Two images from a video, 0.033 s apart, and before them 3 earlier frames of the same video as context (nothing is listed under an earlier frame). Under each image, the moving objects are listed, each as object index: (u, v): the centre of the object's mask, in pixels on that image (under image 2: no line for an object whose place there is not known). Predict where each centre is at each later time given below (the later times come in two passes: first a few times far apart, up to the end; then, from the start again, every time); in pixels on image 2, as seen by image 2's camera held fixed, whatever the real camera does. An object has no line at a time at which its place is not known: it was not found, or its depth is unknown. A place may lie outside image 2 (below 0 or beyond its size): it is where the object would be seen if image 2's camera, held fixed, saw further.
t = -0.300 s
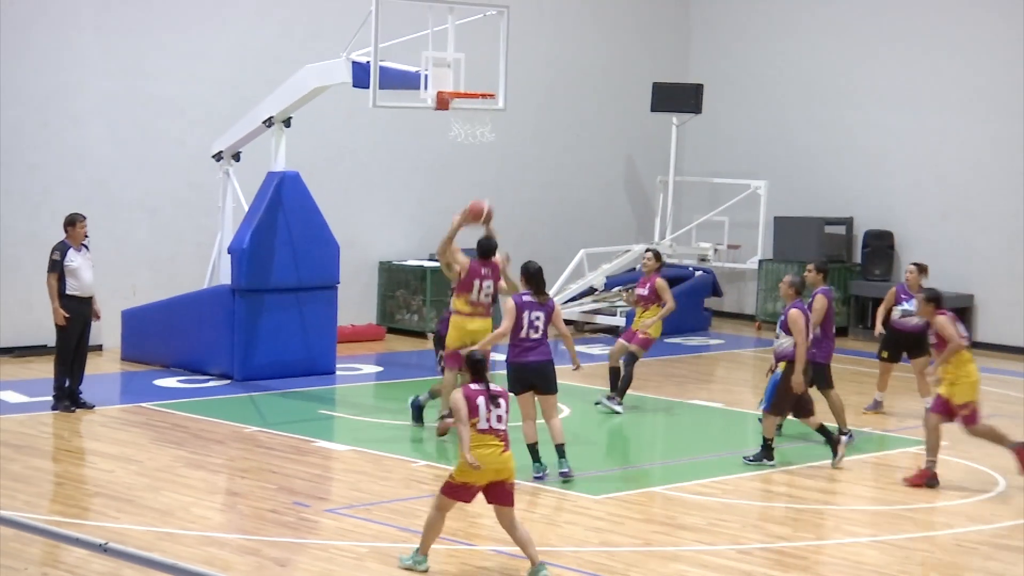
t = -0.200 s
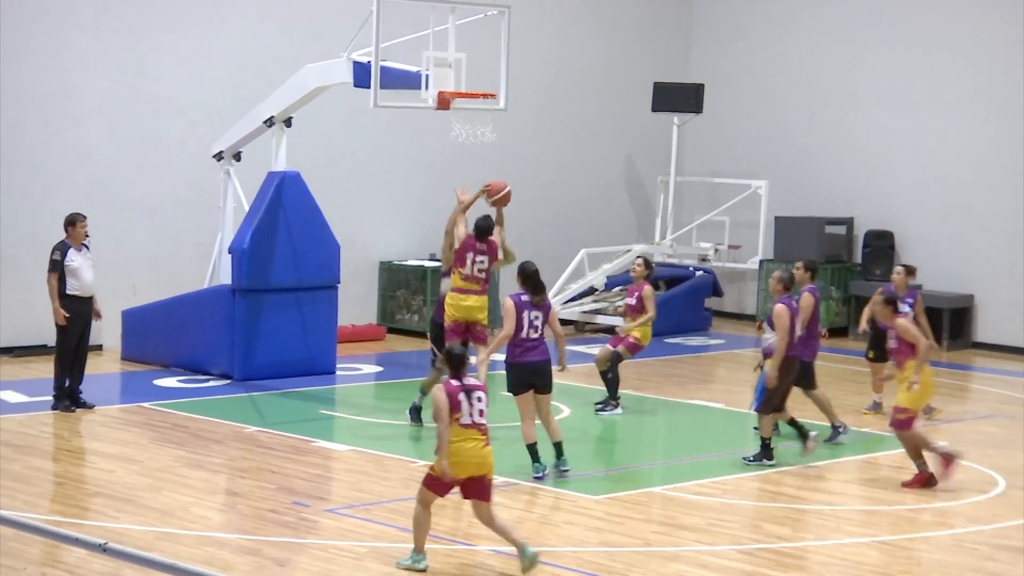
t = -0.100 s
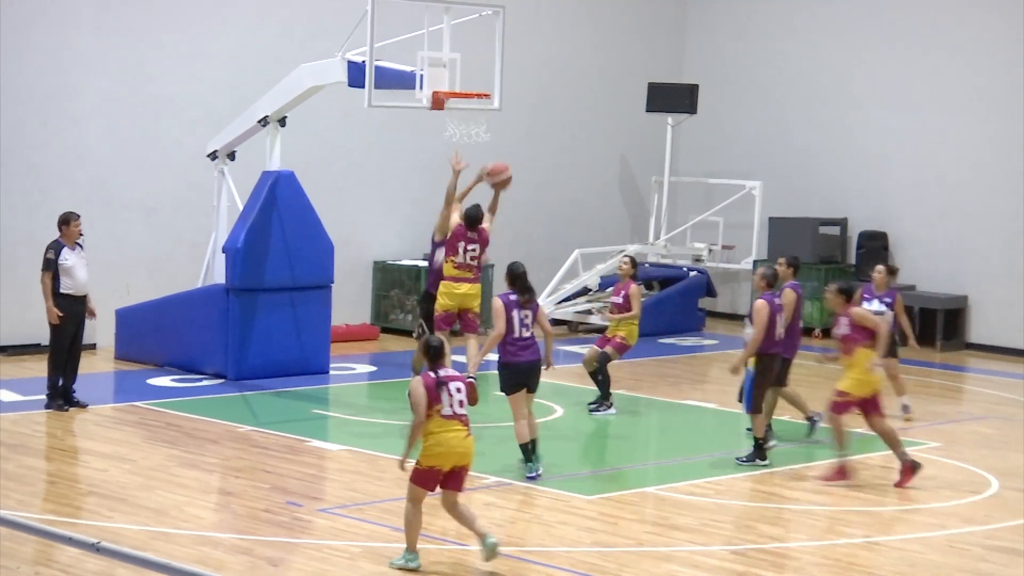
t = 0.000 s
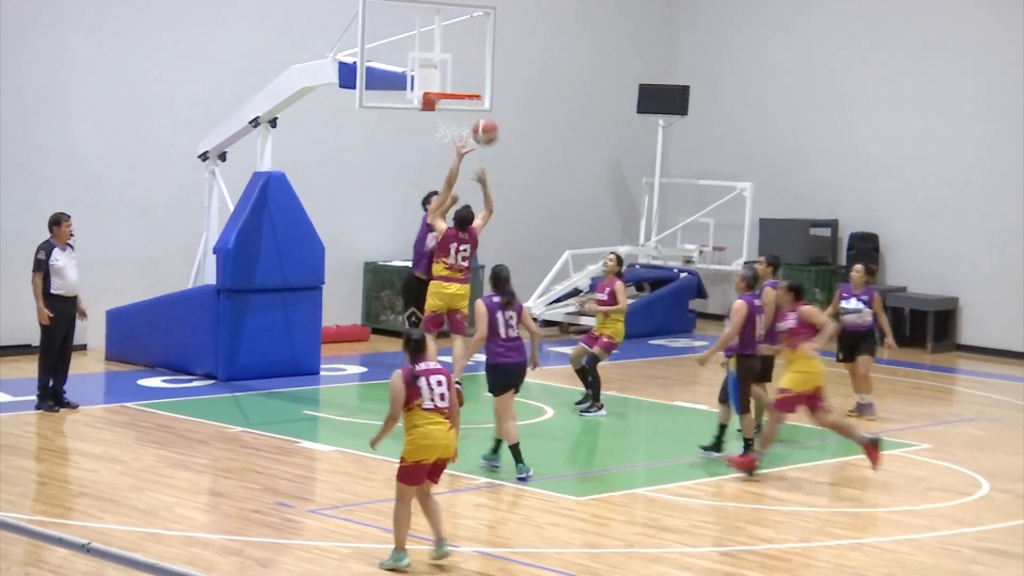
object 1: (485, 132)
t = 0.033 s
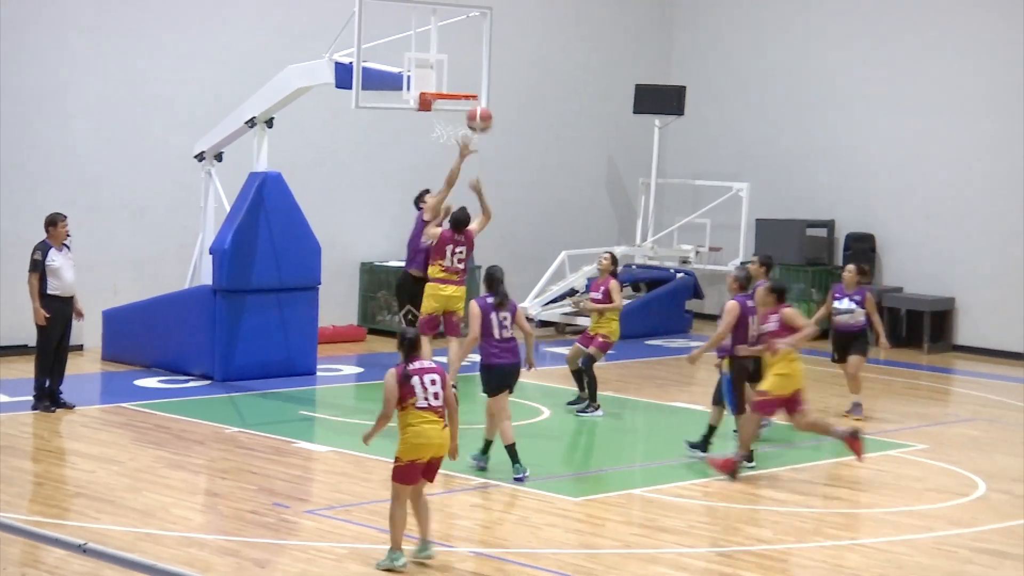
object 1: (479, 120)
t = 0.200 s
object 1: (468, 75)
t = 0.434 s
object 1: (452, 65)
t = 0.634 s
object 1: (456, 78)
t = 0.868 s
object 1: (512, 81)
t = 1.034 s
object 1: (550, 117)
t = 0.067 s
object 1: (477, 108)
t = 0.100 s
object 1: (475, 98)
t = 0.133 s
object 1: (473, 89)
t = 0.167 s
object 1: (470, 82)
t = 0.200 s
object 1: (468, 75)
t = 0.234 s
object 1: (466, 70)
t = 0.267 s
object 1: (464, 66)
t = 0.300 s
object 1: (461, 64)
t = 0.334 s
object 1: (459, 62)
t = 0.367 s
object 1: (457, 62)
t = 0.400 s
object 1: (454, 63)
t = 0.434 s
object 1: (452, 65)
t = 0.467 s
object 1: (449, 68)
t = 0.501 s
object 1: (447, 72)
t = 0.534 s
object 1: (444, 77)
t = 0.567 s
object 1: (441, 83)
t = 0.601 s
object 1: (447, 81)
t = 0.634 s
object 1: (456, 78)
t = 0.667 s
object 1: (464, 75)
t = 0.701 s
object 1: (472, 73)
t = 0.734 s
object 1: (481, 72)
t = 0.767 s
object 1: (489, 73)
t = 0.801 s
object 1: (497, 74)
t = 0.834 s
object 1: (504, 77)
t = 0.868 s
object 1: (512, 81)
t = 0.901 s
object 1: (520, 86)
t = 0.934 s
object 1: (527, 92)
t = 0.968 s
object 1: (535, 99)
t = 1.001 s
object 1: (543, 108)
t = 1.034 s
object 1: (550, 117)
